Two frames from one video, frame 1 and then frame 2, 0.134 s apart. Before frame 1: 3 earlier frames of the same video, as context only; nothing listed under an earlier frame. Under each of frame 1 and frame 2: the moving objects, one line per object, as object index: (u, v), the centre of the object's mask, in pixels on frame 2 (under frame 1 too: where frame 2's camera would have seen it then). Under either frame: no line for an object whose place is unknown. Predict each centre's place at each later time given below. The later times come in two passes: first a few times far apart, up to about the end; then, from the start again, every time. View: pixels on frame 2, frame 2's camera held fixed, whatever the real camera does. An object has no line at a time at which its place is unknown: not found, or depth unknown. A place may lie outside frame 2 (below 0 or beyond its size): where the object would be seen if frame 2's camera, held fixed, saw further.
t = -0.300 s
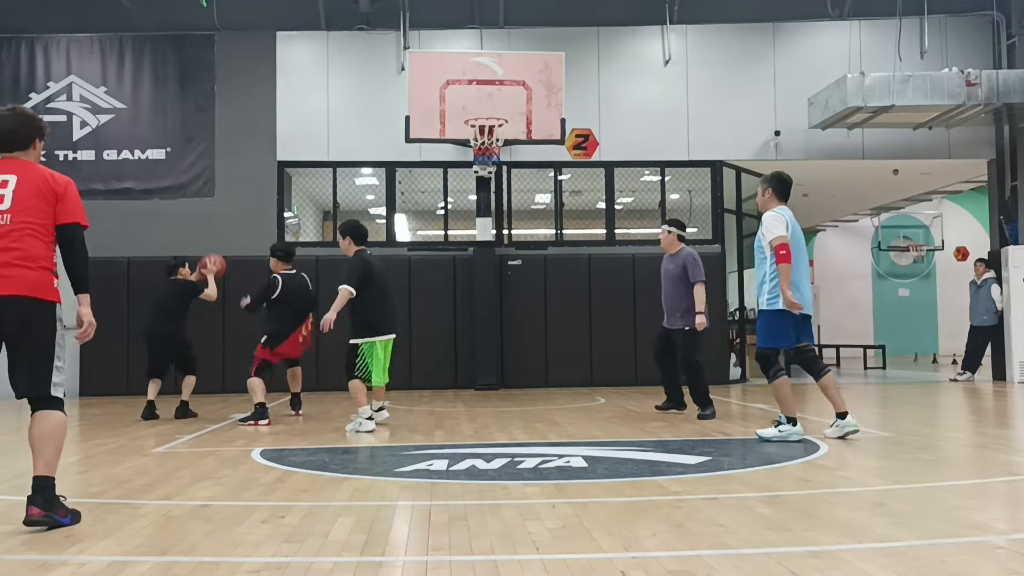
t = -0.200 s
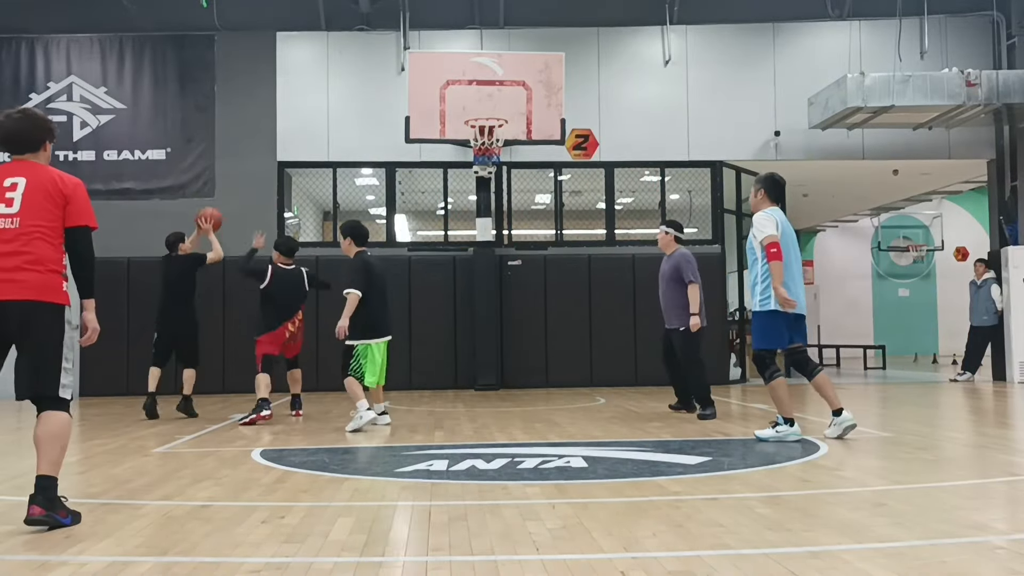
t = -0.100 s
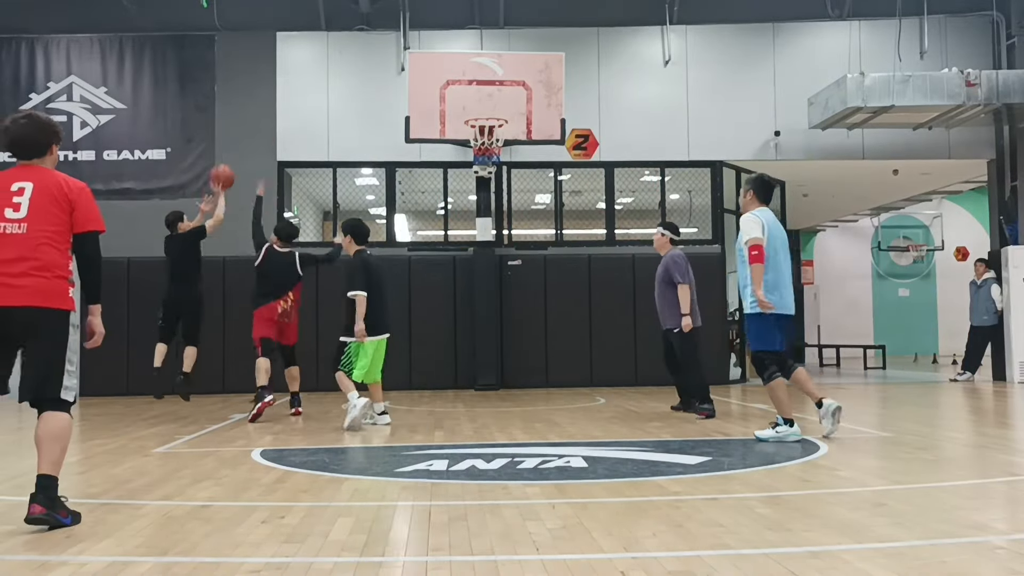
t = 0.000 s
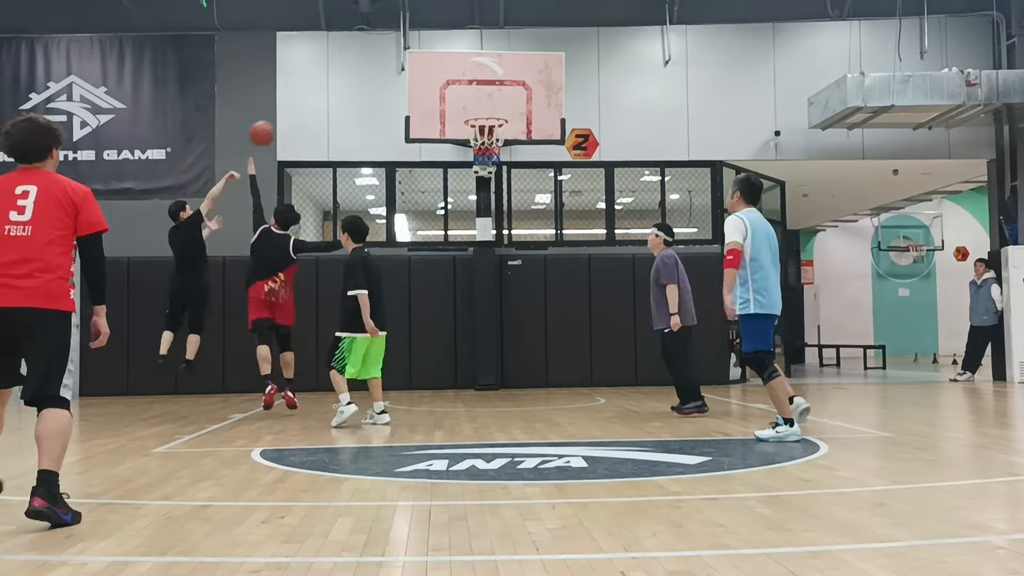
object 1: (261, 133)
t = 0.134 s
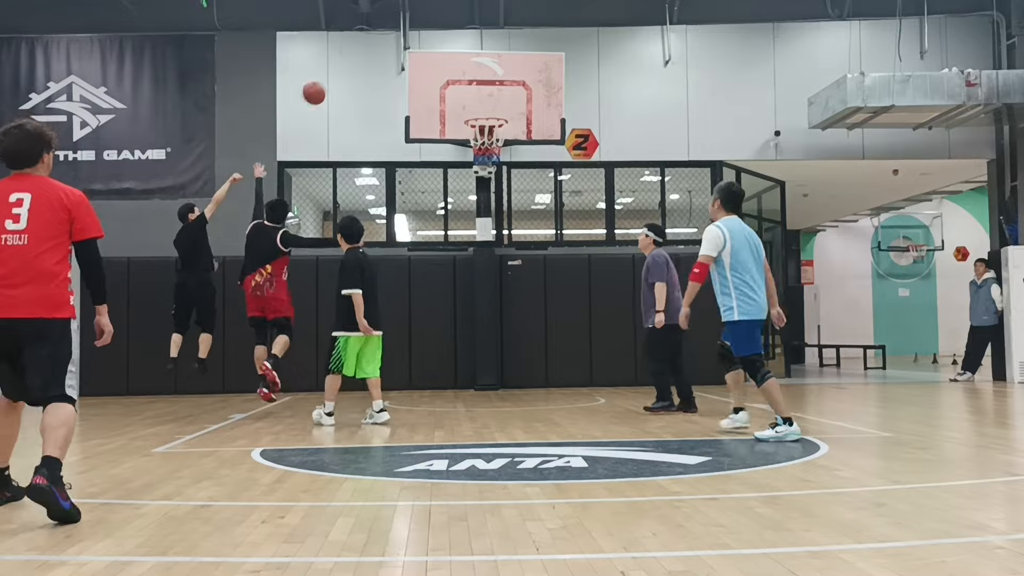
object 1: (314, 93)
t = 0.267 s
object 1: (362, 71)
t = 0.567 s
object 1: (464, 81)
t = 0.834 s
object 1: (526, 106)
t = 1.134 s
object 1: (571, 153)
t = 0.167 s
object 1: (326, 86)
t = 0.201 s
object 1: (338, 80)
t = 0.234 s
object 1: (350, 75)
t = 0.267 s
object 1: (362, 71)
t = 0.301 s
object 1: (374, 68)
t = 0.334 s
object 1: (386, 67)
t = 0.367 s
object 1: (397, 65)
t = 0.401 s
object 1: (409, 66)
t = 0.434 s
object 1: (420, 66)
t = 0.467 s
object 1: (431, 68)
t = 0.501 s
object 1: (442, 71)
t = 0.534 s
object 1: (453, 76)
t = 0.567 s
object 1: (464, 81)
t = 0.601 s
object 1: (474, 87)
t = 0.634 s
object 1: (485, 93)
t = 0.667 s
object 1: (496, 101)
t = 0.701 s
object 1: (505, 109)
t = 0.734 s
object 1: (510, 107)
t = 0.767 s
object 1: (516, 106)
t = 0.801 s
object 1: (521, 105)
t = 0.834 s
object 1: (526, 106)
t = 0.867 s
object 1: (531, 107)
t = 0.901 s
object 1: (536, 110)
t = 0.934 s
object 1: (541, 113)
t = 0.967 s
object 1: (546, 117)
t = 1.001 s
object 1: (551, 122)
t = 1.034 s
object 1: (556, 128)
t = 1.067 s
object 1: (561, 135)
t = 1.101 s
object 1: (566, 143)
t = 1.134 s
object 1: (571, 153)
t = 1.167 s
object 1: (577, 162)
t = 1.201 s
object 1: (582, 172)
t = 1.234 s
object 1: (587, 185)
